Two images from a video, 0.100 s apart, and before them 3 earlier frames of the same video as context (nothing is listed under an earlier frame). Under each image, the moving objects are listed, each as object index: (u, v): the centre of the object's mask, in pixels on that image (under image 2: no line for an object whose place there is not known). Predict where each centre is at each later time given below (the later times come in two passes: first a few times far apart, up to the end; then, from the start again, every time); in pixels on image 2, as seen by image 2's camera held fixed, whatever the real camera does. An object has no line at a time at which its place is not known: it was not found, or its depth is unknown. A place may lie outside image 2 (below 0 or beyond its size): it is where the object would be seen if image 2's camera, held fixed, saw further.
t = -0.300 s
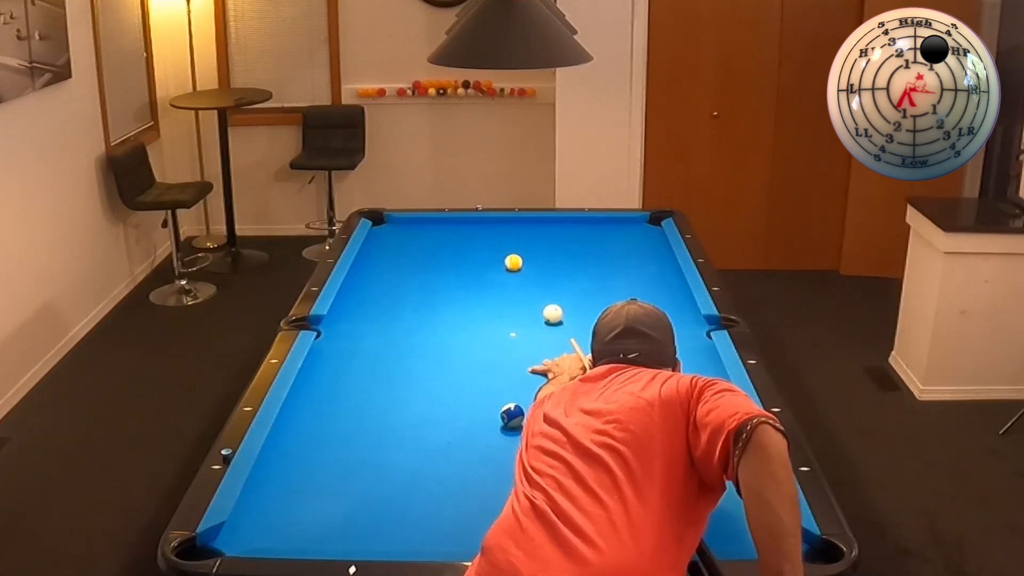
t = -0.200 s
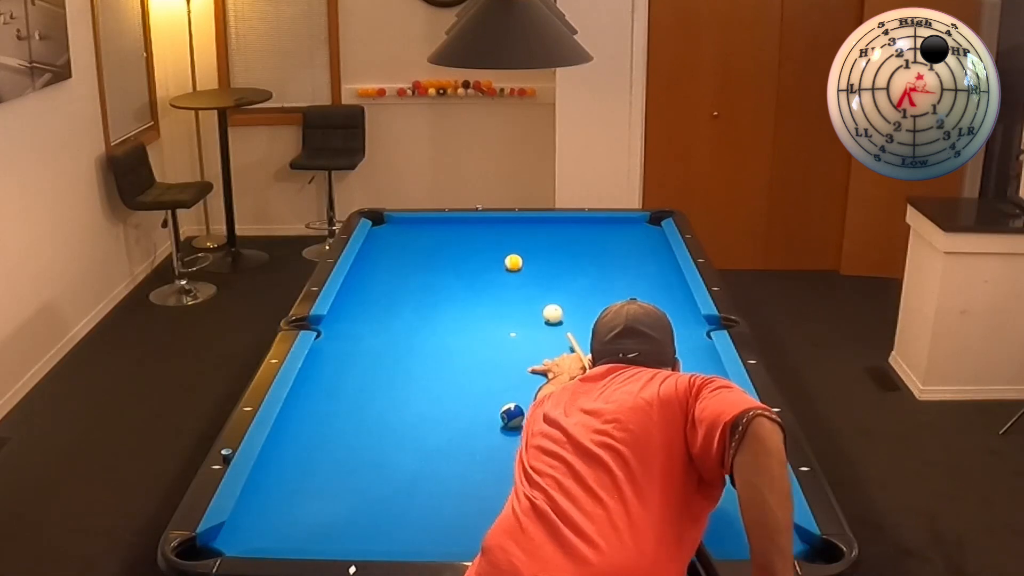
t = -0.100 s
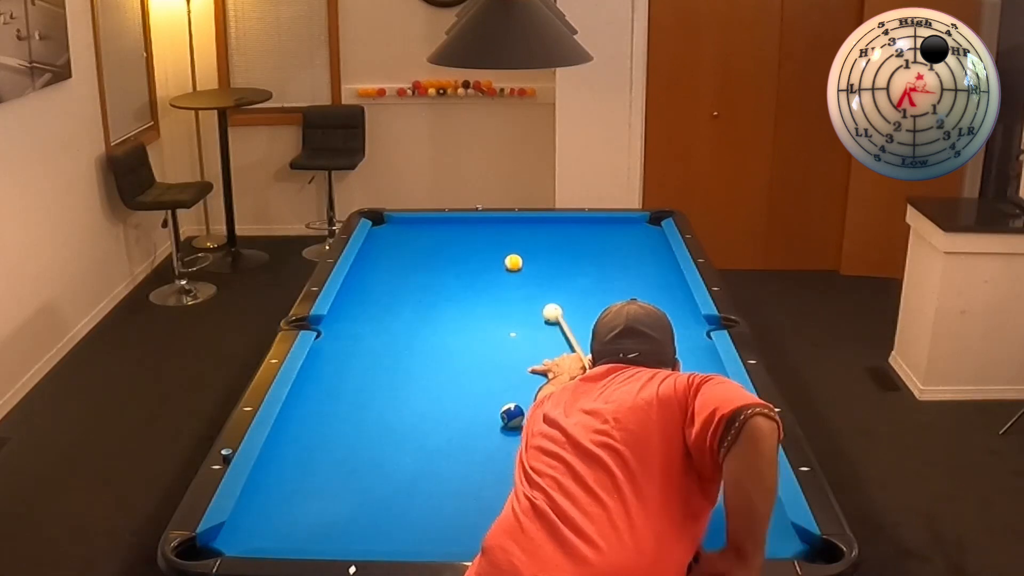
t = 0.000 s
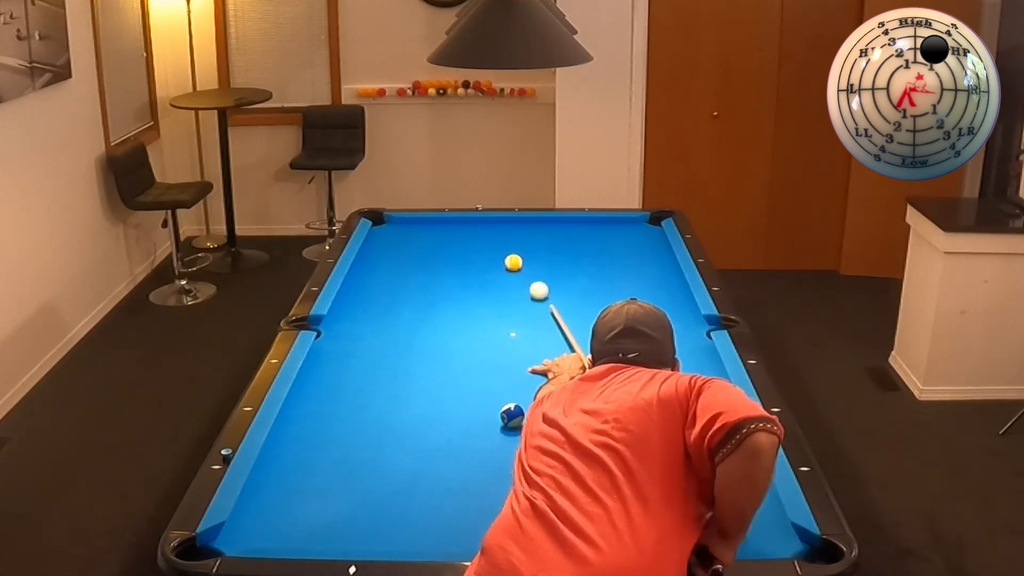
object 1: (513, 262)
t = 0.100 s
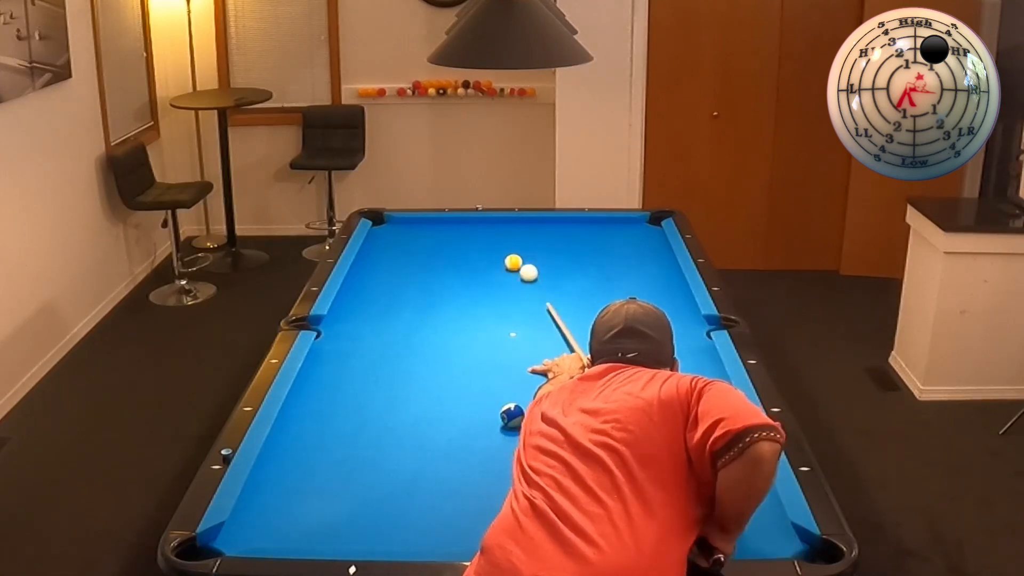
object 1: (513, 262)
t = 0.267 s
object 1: (486, 254)
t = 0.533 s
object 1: (443, 240)
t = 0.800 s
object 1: (405, 228)
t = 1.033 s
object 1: (375, 219)
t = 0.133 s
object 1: (512, 262)
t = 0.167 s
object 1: (507, 260)
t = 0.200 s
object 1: (499, 258)
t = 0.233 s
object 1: (492, 256)
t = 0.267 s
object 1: (486, 254)
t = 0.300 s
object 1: (480, 252)
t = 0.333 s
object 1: (475, 250)
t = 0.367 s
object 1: (469, 248)
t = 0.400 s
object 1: (463, 246)
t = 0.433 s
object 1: (458, 245)
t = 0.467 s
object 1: (453, 243)
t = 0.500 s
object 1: (448, 241)
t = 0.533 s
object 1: (443, 240)
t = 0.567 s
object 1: (438, 238)
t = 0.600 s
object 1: (433, 237)
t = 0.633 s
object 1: (428, 235)
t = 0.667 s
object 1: (423, 233)
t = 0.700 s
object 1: (419, 232)
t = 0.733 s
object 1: (414, 231)
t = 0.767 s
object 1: (409, 229)
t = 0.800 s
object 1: (405, 228)
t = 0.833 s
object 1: (401, 226)
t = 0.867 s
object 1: (396, 225)
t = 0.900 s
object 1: (392, 223)
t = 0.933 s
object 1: (387, 222)
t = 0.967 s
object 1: (383, 221)
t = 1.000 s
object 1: (379, 219)
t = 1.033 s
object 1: (375, 219)
